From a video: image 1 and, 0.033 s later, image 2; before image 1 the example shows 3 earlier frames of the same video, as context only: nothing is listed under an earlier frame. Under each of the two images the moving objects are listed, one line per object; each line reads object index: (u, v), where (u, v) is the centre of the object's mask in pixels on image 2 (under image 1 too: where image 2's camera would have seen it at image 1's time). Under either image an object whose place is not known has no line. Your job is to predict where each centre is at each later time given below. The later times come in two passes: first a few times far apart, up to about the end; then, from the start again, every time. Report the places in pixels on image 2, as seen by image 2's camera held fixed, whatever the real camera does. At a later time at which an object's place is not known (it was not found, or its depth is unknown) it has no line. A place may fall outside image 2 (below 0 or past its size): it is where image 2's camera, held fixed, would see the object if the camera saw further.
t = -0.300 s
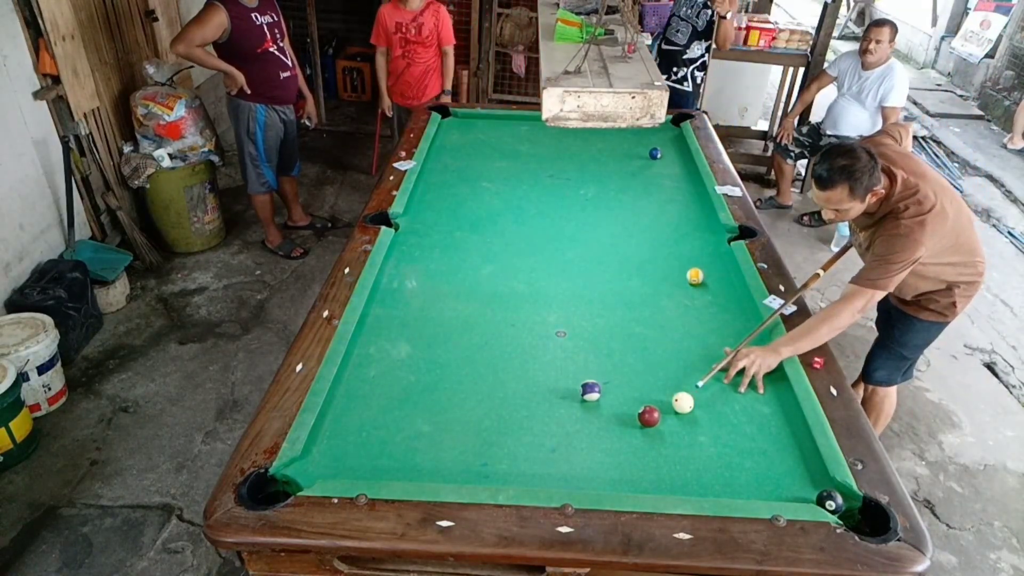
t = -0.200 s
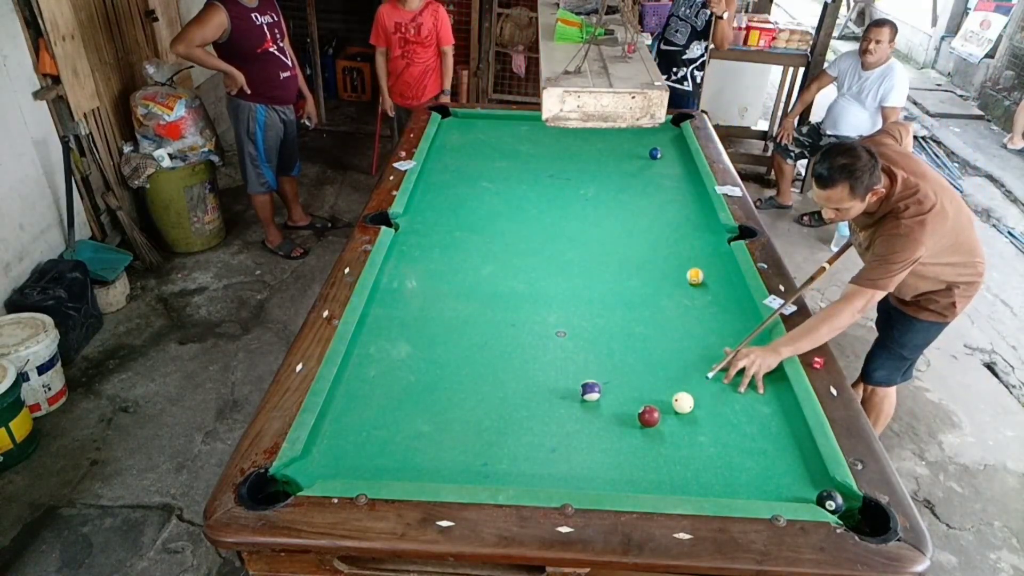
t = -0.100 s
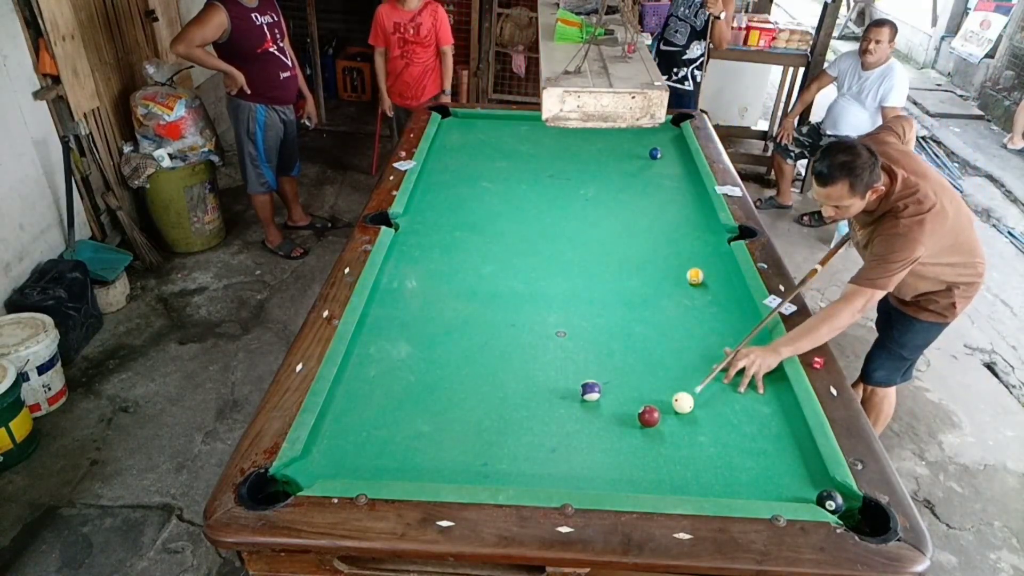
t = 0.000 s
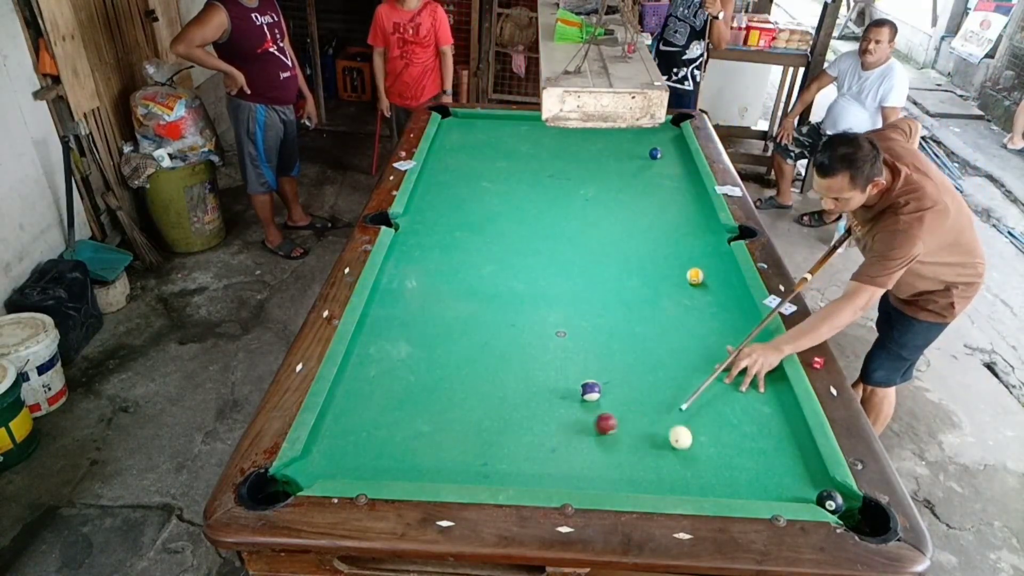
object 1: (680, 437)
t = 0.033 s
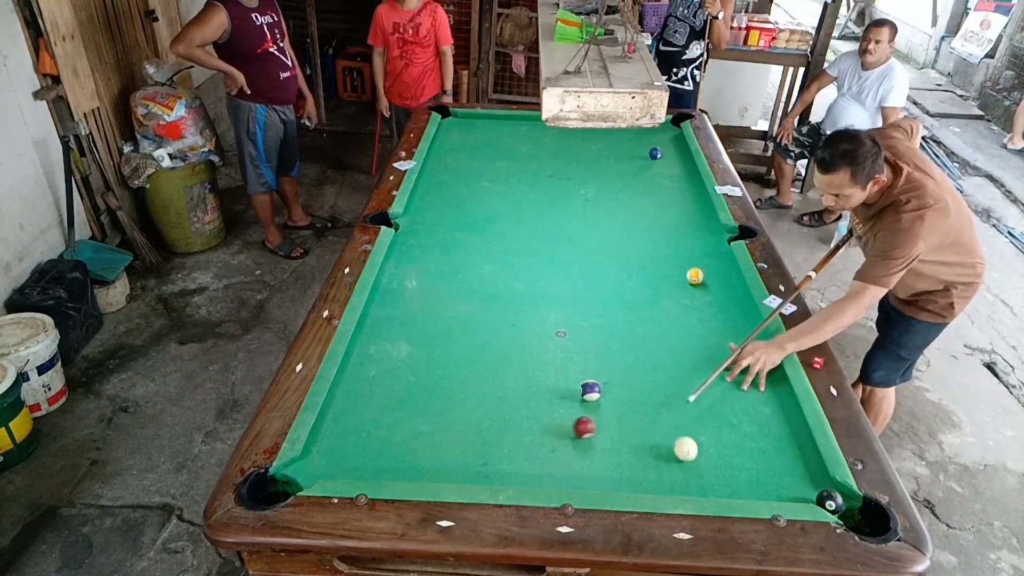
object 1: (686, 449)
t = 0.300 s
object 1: (723, 475)
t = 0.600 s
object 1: (756, 438)
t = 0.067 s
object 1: (691, 459)
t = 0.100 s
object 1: (696, 470)
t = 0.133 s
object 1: (701, 480)
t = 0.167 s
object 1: (707, 489)
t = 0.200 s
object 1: (711, 488)
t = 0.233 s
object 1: (715, 484)
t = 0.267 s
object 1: (719, 480)
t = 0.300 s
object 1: (723, 475)
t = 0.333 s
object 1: (727, 471)
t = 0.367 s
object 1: (731, 466)
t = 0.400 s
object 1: (735, 462)
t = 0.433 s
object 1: (739, 458)
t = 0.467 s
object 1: (742, 454)
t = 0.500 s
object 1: (746, 450)
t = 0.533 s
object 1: (749, 446)
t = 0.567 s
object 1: (753, 442)
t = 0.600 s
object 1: (756, 438)
